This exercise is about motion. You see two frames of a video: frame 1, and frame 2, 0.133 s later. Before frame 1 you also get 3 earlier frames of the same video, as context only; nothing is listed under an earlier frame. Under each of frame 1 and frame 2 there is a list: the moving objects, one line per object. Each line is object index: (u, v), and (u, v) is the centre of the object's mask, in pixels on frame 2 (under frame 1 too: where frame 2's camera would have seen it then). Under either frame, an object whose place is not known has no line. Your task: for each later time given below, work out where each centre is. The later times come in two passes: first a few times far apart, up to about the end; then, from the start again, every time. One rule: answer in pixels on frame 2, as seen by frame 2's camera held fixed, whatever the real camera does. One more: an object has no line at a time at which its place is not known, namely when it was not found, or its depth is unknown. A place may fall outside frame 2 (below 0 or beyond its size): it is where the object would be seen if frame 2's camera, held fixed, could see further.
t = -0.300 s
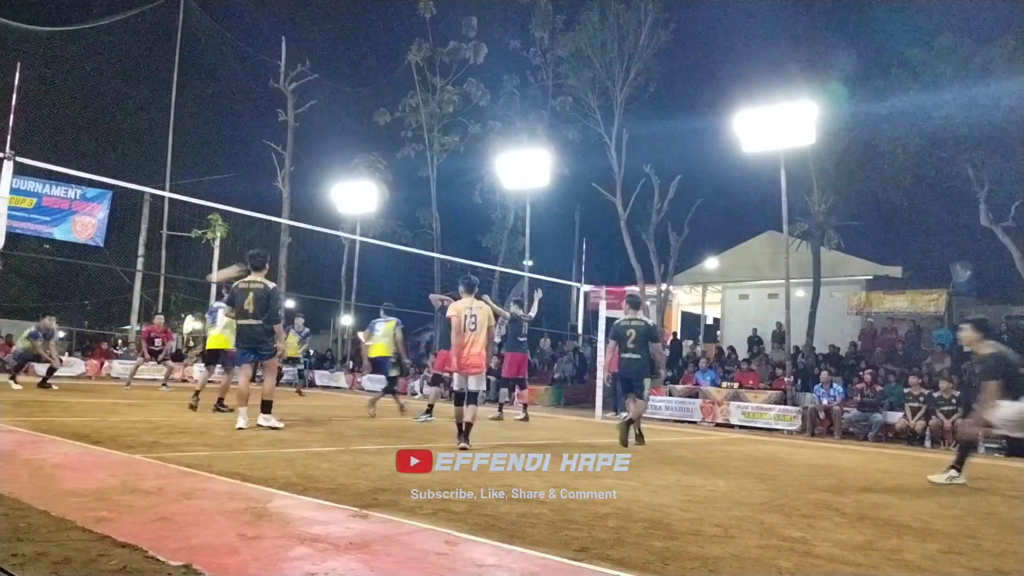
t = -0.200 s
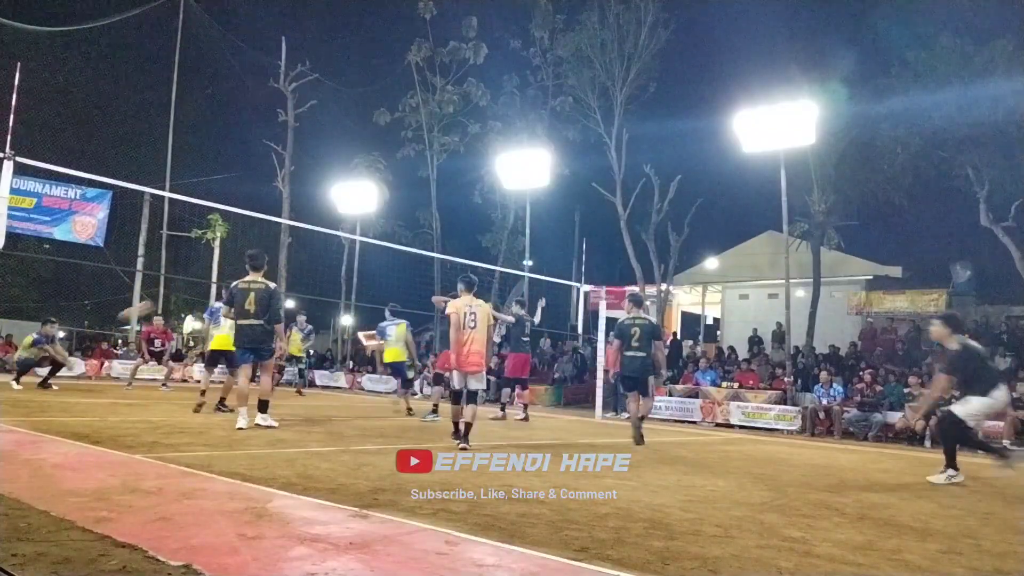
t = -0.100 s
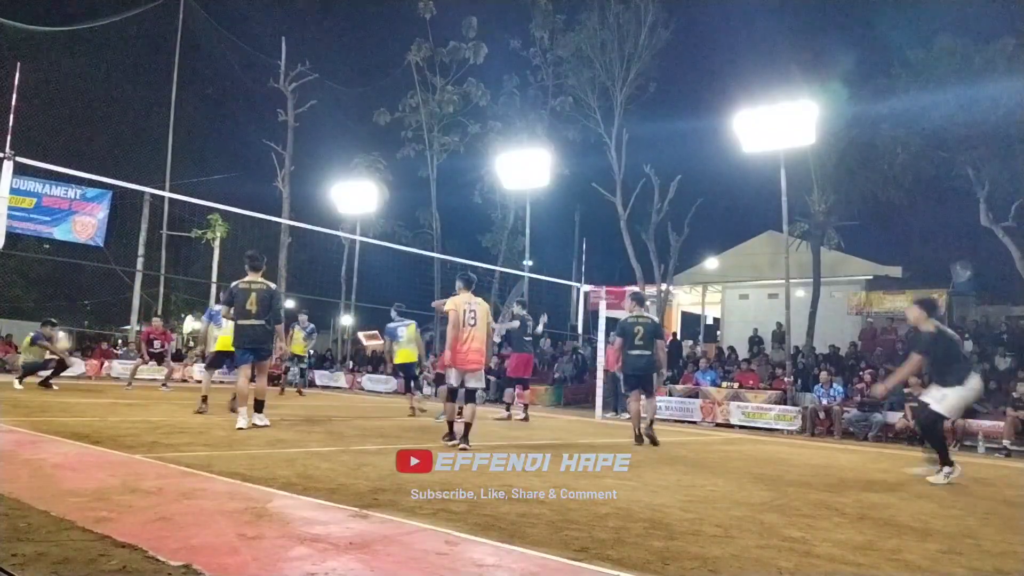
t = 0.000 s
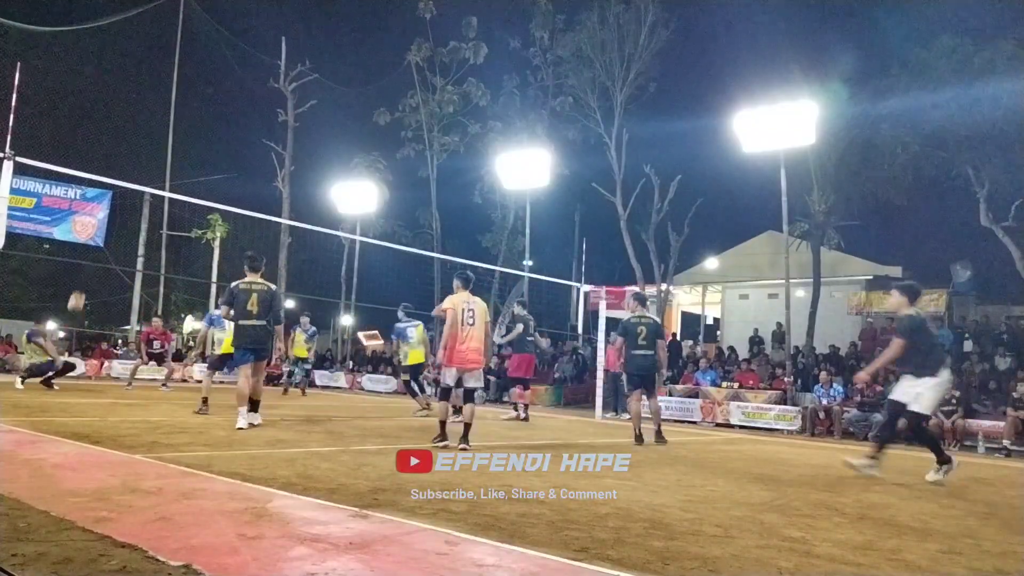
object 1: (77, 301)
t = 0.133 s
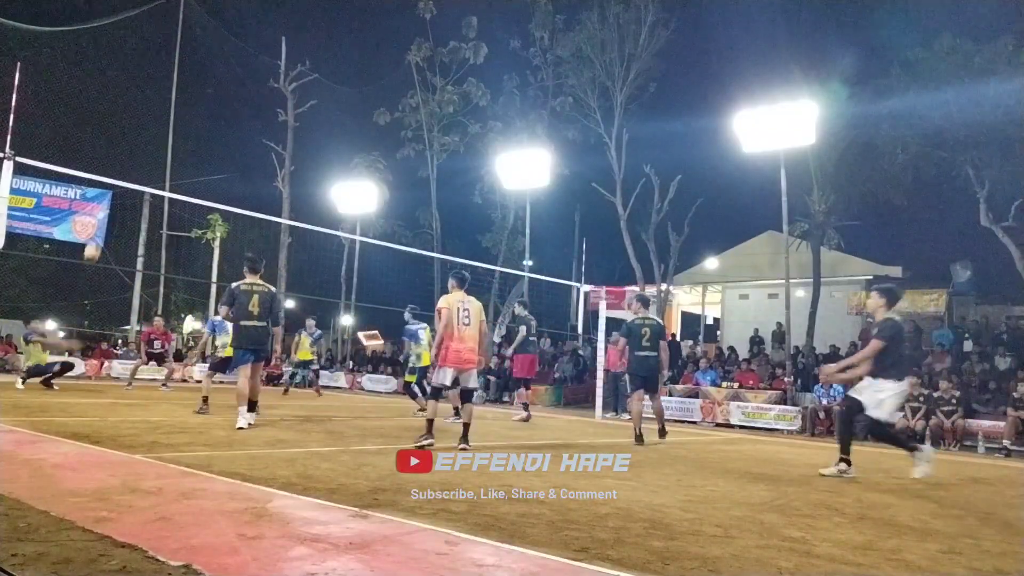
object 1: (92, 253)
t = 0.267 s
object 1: (108, 211)
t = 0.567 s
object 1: (136, 150)
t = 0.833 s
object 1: (158, 141)
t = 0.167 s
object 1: (96, 244)
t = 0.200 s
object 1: (101, 231)
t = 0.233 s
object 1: (103, 220)
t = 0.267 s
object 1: (108, 211)
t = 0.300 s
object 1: (111, 201)
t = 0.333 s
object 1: (114, 192)
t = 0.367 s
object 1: (116, 185)
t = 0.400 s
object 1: (121, 176)
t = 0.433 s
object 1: (124, 171)
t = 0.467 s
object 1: (127, 165)
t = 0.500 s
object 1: (130, 160)
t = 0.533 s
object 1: (133, 154)
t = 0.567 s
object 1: (136, 150)
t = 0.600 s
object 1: (138, 147)
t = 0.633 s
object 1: (141, 144)
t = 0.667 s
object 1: (144, 142)
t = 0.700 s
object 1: (147, 141)
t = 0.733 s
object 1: (150, 140)
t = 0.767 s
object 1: (153, 139)
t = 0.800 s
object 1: (155, 140)
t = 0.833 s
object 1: (158, 141)
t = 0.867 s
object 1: (160, 144)
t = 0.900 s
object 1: (162, 146)
